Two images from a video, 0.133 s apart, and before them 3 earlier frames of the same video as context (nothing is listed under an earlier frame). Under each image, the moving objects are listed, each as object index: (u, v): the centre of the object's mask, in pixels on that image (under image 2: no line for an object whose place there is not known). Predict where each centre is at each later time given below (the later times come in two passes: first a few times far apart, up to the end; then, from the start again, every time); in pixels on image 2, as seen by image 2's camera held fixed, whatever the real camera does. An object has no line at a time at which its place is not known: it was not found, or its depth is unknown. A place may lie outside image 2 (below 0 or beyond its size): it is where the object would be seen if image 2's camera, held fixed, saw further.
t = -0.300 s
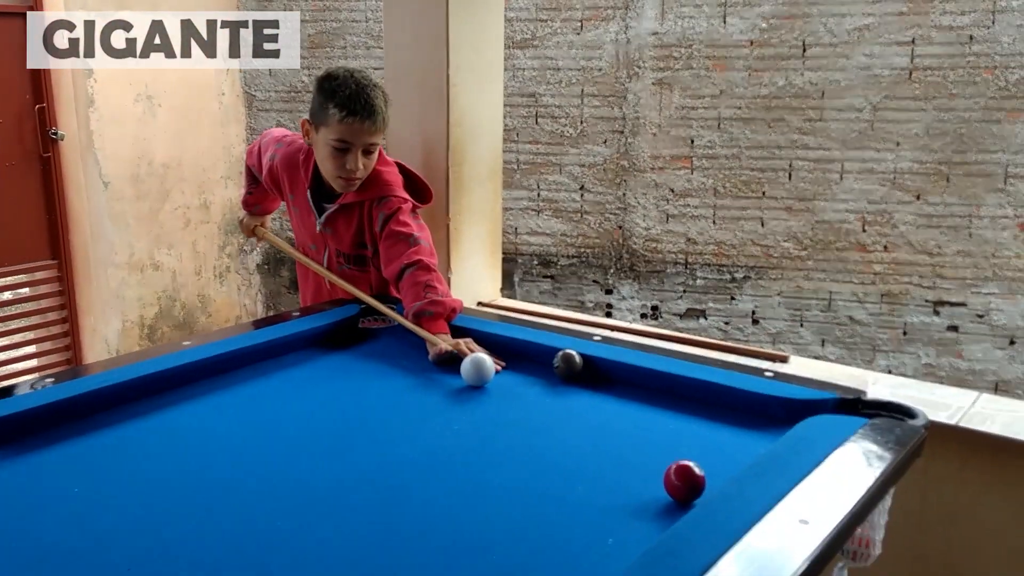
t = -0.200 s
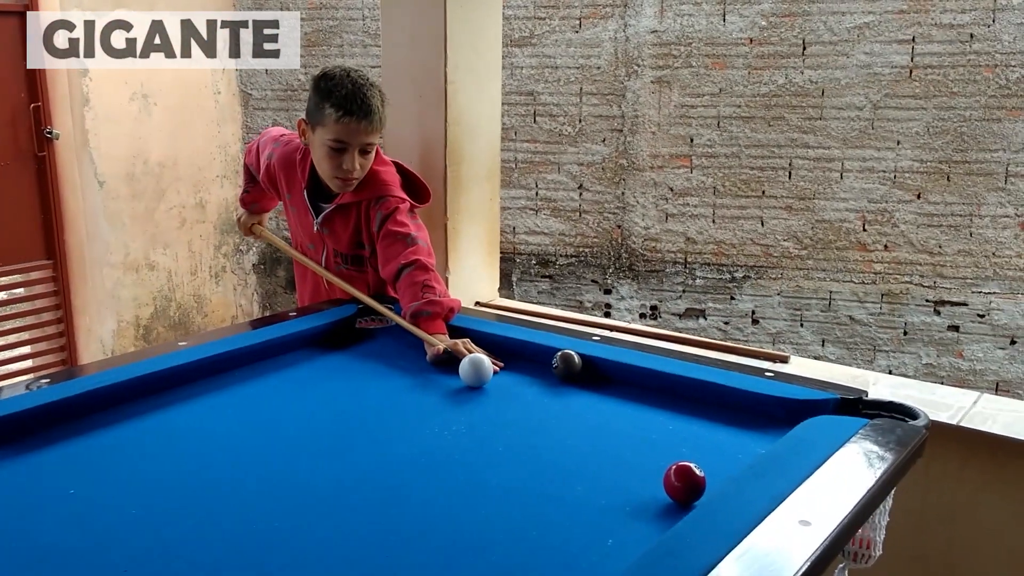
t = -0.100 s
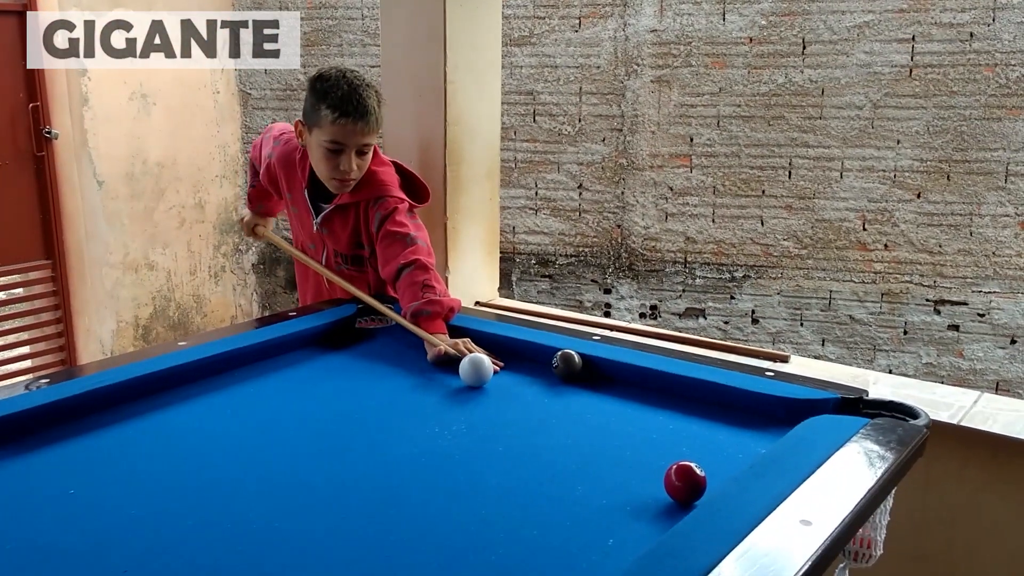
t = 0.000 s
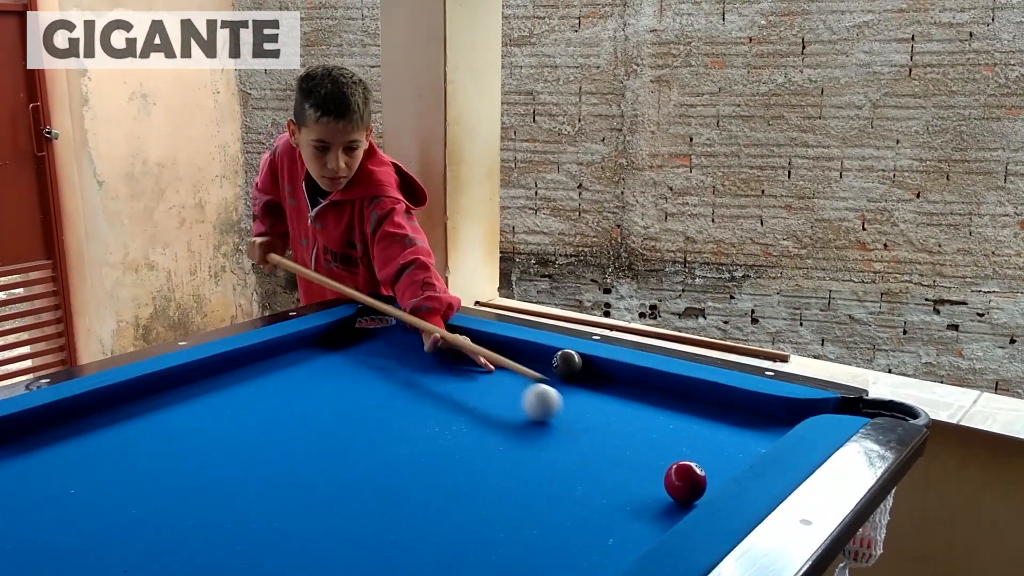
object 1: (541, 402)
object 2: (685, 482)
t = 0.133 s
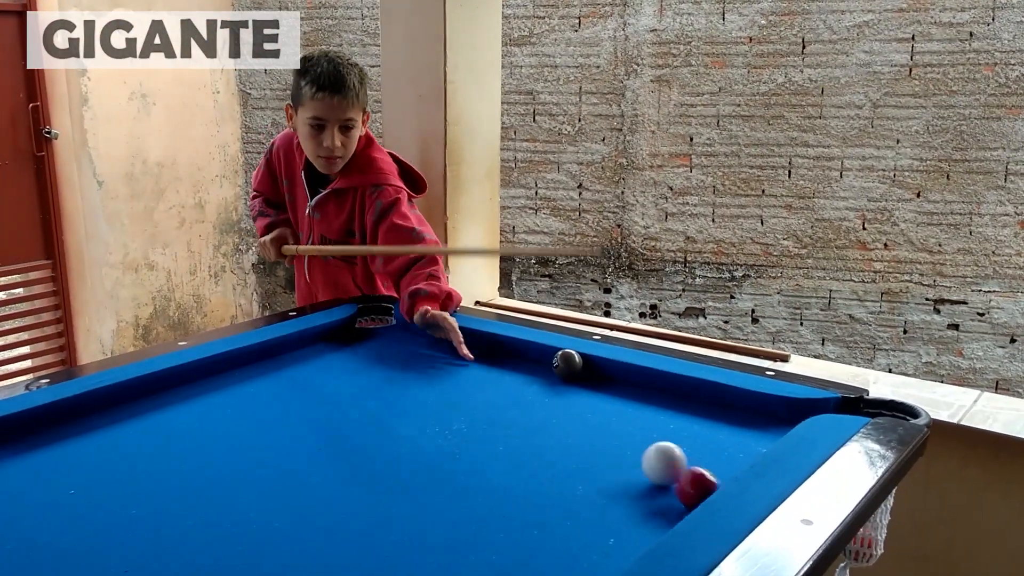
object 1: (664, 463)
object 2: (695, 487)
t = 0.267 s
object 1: (715, 474)
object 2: (598, 481)
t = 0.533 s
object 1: (611, 451)
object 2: (385, 453)
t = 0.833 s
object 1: (510, 424)
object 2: (177, 427)
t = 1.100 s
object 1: (433, 404)
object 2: (100, 424)
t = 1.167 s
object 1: (416, 399)
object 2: (117, 432)
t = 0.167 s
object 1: (674, 461)
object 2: (685, 491)
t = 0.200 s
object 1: (689, 469)
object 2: (655, 489)
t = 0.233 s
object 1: (703, 474)
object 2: (626, 485)
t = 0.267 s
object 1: (715, 474)
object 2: (598, 481)
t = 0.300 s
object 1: (705, 475)
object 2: (569, 477)
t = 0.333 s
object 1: (691, 472)
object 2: (541, 474)
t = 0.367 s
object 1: (677, 469)
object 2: (514, 470)
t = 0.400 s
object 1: (664, 465)
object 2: (488, 467)
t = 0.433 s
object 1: (650, 462)
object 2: (461, 463)
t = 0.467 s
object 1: (637, 458)
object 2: (435, 460)
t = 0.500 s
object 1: (624, 455)
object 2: (410, 457)
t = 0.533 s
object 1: (611, 451)
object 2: (385, 453)
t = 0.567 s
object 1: (599, 448)
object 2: (361, 450)
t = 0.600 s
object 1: (587, 445)
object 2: (336, 447)
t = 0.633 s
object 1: (576, 442)
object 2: (313, 444)
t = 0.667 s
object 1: (564, 439)
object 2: (290, 441)
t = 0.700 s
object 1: (553, 436)
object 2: (266, 438)
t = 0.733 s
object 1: (542, 433)
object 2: (243, 435)
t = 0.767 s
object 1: (531, 430)
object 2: (221, 432)
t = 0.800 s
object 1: (520, 427)
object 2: (199, 430)
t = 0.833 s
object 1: (510, 424)
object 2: (177, 427)
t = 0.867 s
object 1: (500, 421)
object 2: (156, 424)
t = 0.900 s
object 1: (490, 418)
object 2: (136, 421)
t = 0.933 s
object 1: (480, 416)
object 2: (115, 417)
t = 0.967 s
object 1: (470, 413)
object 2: (94, 415)
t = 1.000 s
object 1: (461, 411)
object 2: (77, 411)
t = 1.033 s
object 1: (452, 408)
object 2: (84, 417)
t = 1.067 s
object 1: (442, 406)
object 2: (92, 420)
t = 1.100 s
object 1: (433, 404)
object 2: (100, 424)
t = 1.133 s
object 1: (425, 401)
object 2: (109, 428)
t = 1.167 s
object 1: (416, 399)
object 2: (117, 432)
